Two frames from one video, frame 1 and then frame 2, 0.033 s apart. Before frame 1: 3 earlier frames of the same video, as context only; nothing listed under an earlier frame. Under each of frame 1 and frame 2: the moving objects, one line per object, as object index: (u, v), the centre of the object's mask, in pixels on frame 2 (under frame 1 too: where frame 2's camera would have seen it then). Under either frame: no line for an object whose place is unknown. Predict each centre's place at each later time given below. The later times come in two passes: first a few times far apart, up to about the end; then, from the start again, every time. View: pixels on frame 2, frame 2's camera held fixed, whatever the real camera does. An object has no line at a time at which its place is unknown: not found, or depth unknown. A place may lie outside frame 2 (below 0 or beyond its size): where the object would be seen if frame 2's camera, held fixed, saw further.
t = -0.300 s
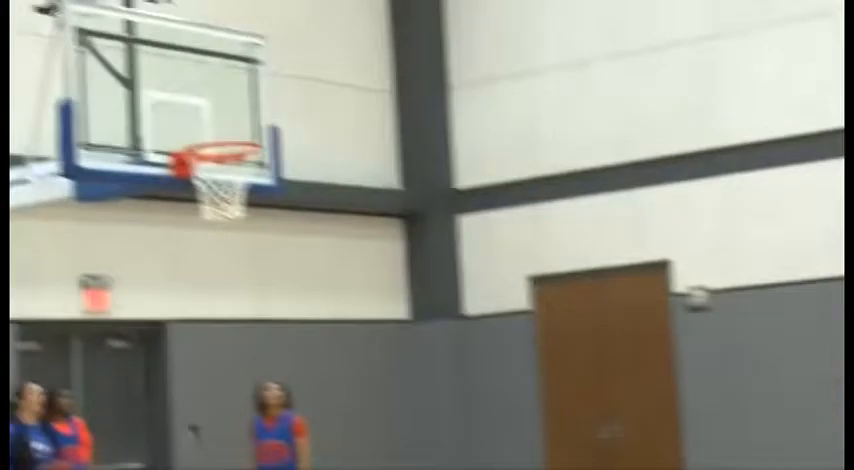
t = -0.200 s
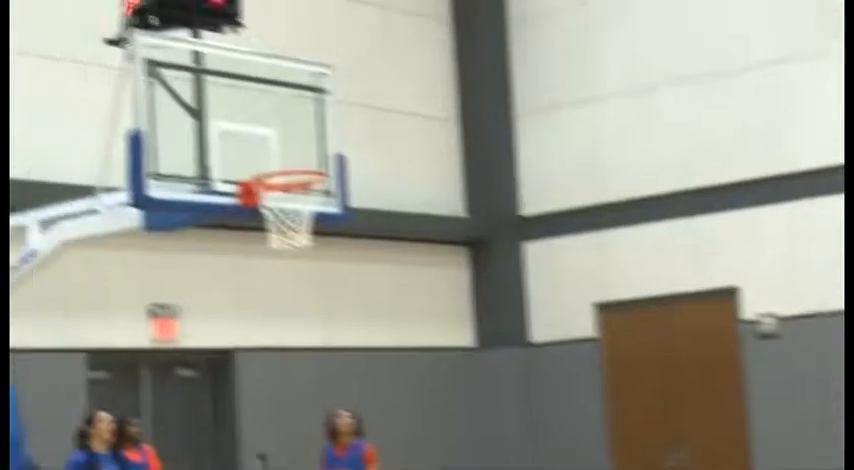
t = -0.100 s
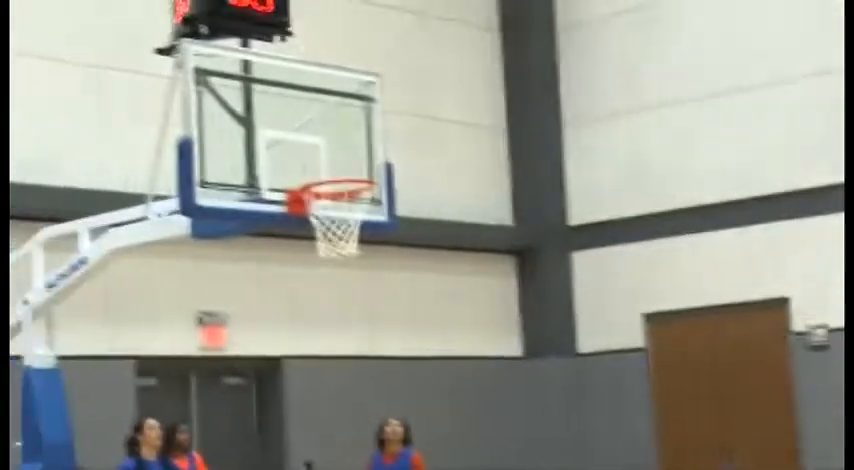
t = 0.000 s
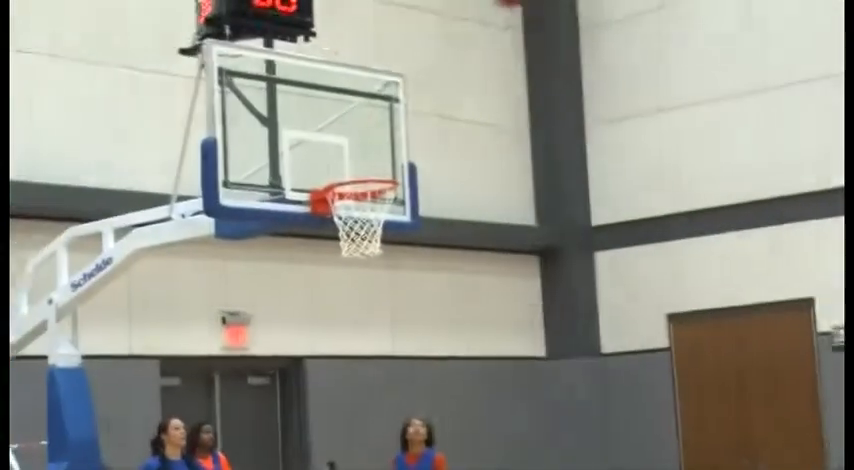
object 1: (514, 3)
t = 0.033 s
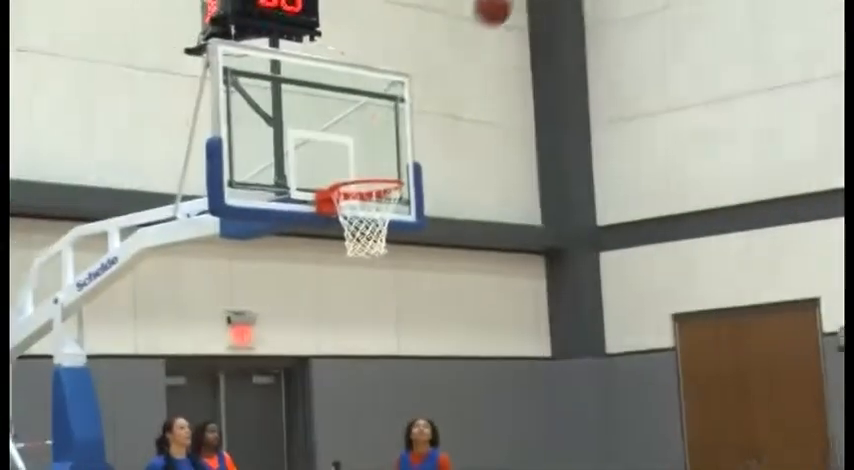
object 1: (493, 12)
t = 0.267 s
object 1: (351, 166)
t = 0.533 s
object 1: (384, 112)
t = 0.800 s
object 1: (484, 143)
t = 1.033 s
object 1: (576, 256)
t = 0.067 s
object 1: (471, 27)
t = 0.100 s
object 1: (450, 48)
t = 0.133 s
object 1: (429, 72)
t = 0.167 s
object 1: (407, 97)
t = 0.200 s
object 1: (387, 122)
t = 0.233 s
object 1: (366, 150)
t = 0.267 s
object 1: (351, 166)
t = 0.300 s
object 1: (345, 157)
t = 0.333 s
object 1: (340, 149)
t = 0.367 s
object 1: (335, 143)
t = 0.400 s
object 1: (338, 137)
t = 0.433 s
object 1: (350, 129)
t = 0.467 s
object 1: (361, 122)
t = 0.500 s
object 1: (373, 117)
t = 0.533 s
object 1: (384, 112)
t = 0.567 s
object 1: (397, 111)
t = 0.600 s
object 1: (408, 110)
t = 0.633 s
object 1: (421, 112)
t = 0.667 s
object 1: (433, 114)
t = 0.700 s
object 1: (446, 119)
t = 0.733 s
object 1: (458, 125)
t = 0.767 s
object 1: (471, 133)
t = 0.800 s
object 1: (484, 143)
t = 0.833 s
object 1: (497, 154)
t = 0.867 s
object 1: (510, 167)
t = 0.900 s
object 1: (522, 181)
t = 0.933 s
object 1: (537, 198)
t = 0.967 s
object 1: (550, 215)
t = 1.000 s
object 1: (564, 235)
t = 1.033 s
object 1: (576, 256)
